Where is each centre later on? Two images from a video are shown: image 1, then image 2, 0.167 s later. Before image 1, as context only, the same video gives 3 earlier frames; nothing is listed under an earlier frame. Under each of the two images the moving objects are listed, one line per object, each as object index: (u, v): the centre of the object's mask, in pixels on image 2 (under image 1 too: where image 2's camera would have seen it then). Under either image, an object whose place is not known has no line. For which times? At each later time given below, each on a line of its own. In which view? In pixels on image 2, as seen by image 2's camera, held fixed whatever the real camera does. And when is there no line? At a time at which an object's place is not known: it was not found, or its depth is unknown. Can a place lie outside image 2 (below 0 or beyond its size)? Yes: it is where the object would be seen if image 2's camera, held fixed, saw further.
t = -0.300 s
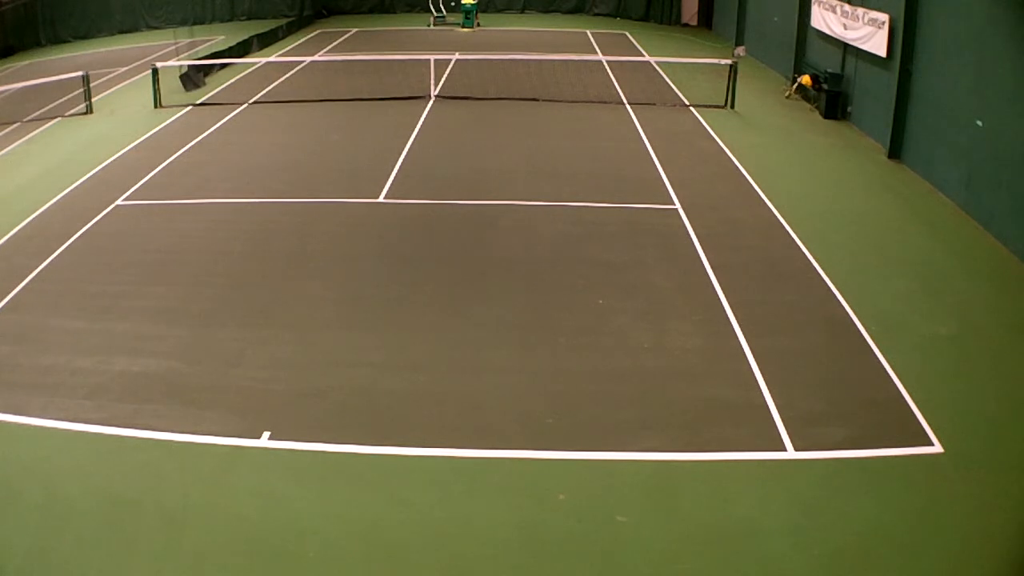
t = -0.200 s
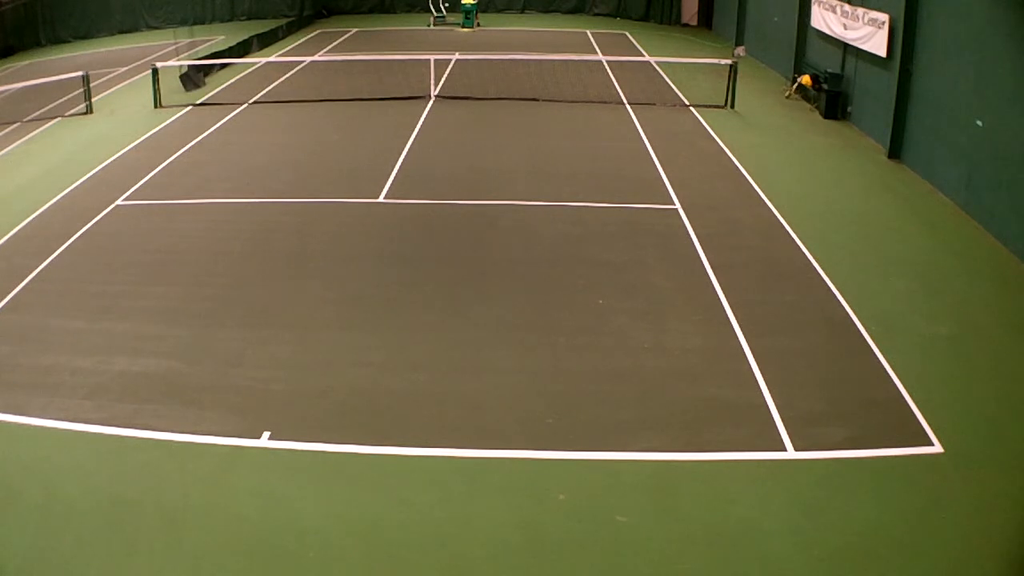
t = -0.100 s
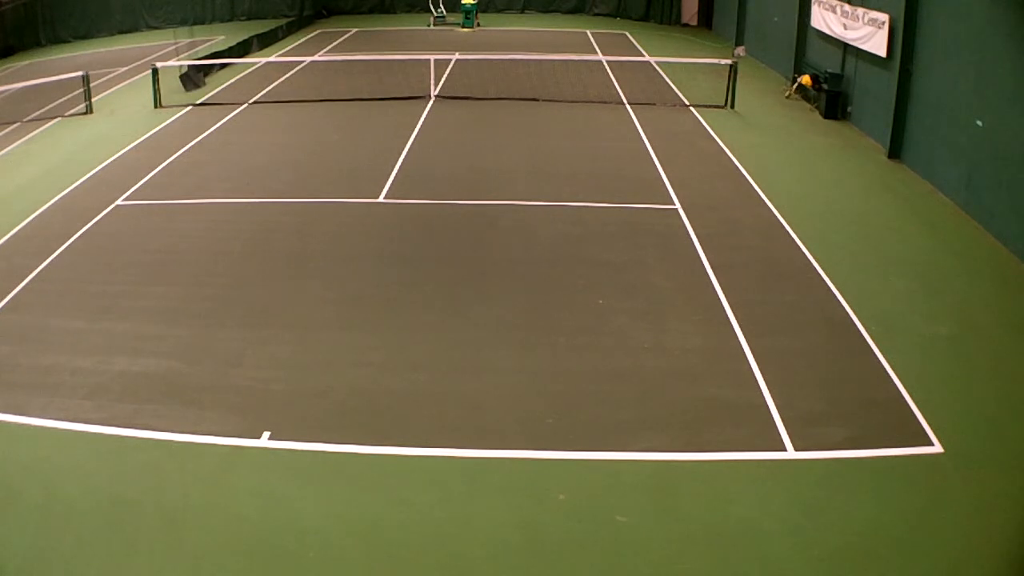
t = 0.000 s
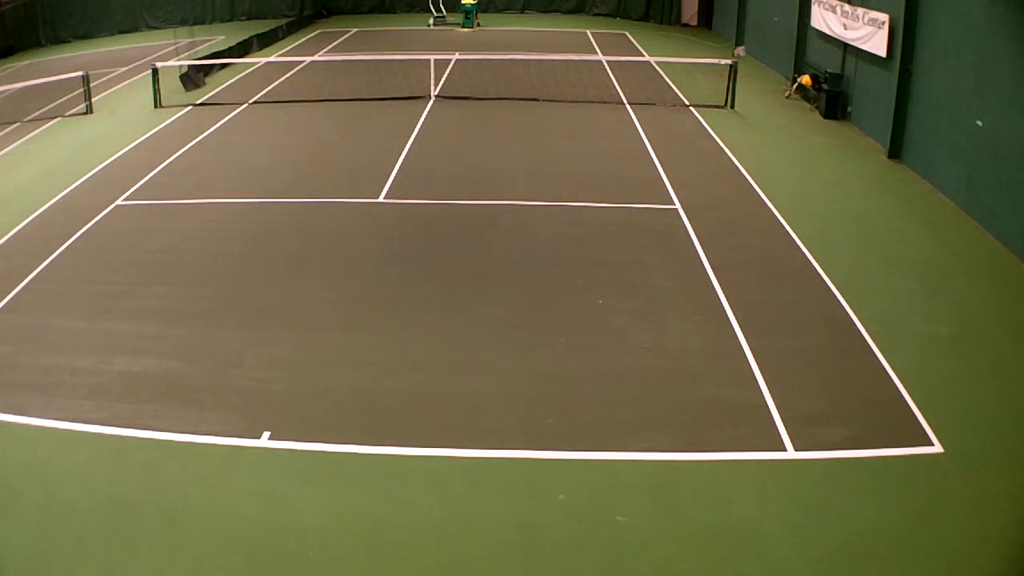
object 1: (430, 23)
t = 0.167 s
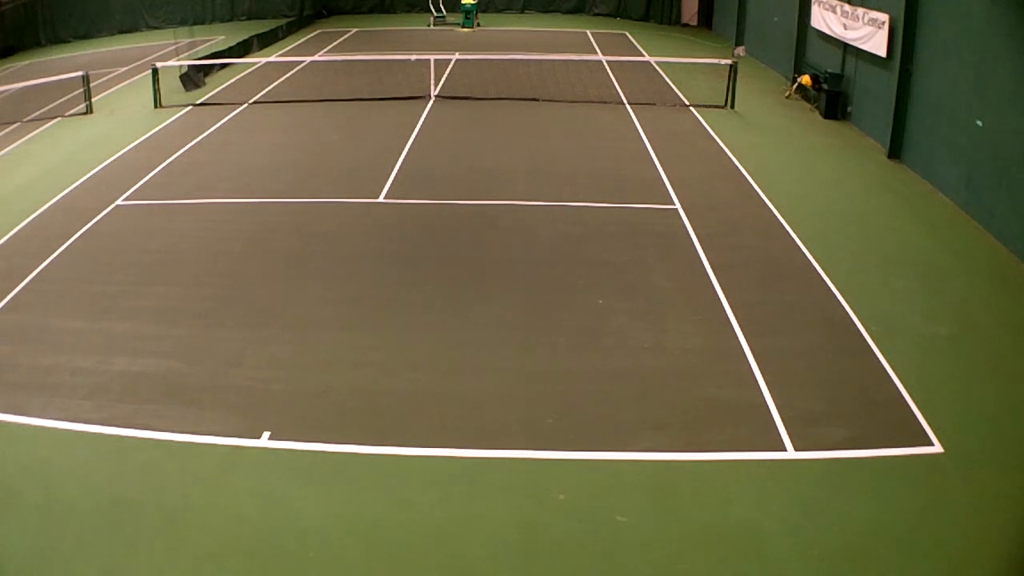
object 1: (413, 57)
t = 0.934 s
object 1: (267, 334)
